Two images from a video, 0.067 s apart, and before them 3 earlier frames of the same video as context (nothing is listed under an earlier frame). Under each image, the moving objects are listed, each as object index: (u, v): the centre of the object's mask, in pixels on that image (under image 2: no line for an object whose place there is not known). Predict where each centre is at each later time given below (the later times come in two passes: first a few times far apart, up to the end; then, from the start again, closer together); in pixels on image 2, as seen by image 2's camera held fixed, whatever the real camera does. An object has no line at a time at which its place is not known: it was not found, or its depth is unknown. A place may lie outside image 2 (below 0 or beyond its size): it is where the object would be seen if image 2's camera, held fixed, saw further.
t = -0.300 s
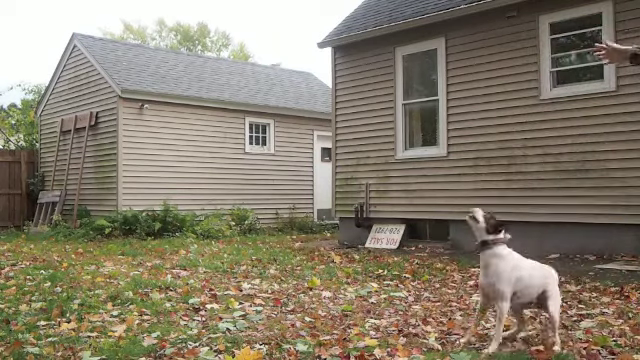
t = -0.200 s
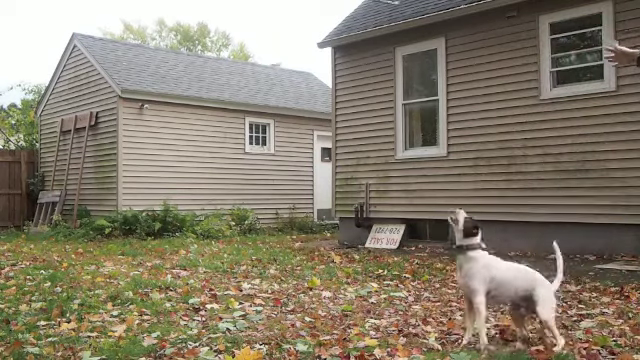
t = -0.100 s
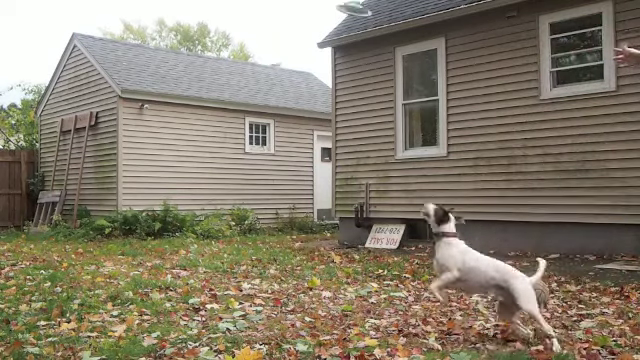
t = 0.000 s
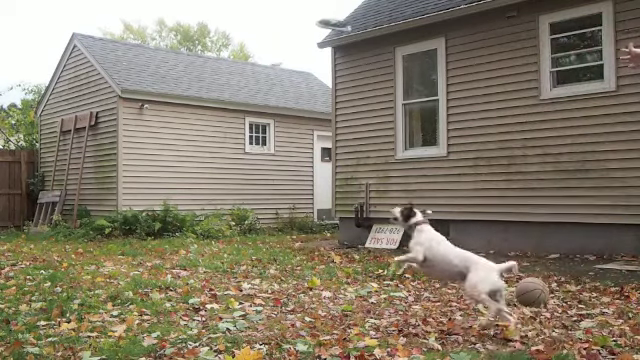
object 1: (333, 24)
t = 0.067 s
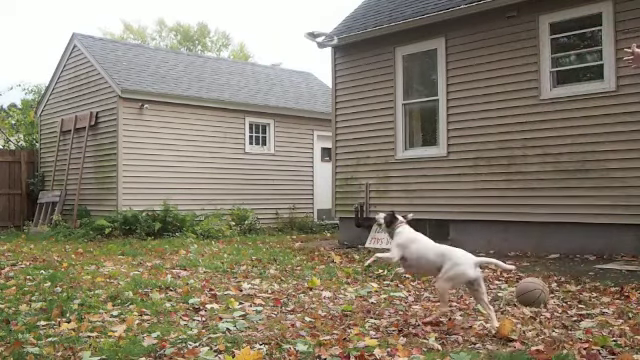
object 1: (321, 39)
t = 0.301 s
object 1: (287, 88)
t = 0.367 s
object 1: (279, 109)
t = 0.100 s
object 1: (314, 45)
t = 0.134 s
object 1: (308, 51)
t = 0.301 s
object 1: (287, 88)
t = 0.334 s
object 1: (283, 99)
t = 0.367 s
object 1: (279, 109)
